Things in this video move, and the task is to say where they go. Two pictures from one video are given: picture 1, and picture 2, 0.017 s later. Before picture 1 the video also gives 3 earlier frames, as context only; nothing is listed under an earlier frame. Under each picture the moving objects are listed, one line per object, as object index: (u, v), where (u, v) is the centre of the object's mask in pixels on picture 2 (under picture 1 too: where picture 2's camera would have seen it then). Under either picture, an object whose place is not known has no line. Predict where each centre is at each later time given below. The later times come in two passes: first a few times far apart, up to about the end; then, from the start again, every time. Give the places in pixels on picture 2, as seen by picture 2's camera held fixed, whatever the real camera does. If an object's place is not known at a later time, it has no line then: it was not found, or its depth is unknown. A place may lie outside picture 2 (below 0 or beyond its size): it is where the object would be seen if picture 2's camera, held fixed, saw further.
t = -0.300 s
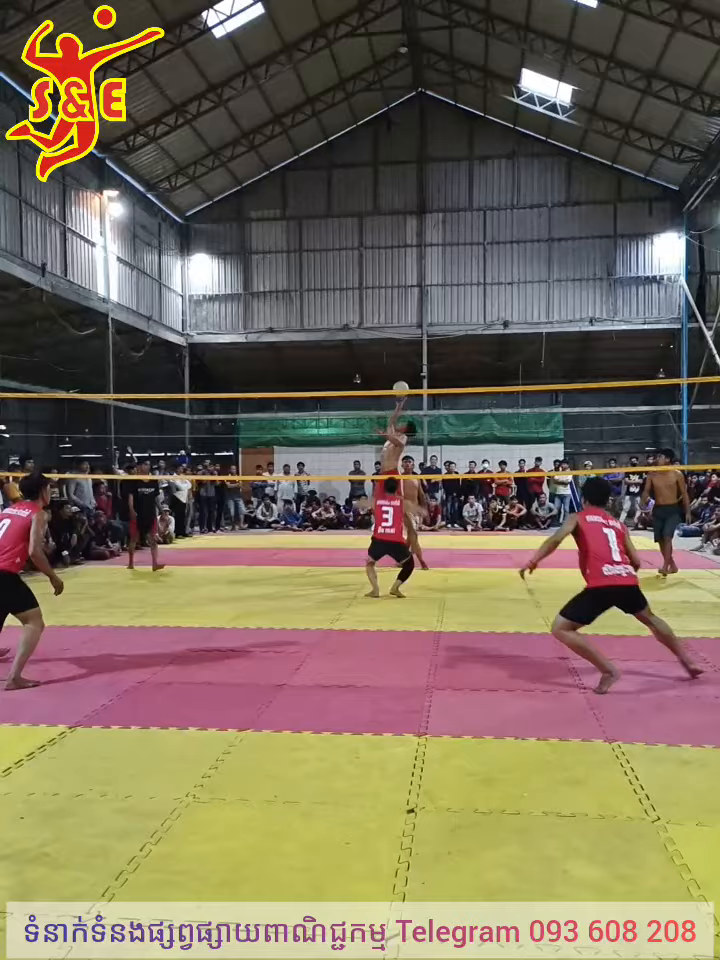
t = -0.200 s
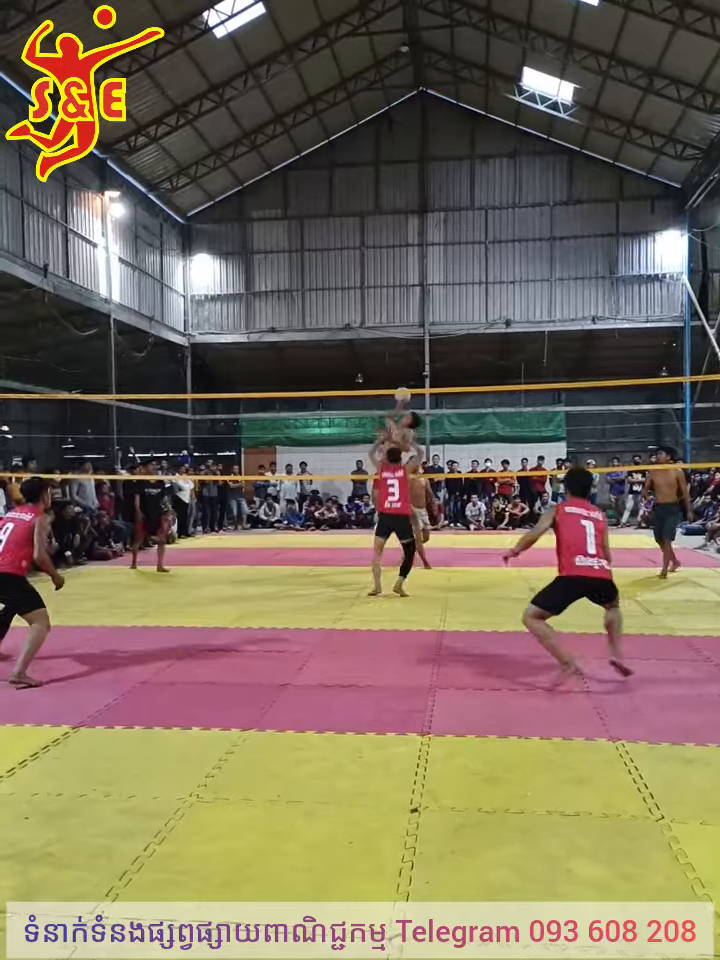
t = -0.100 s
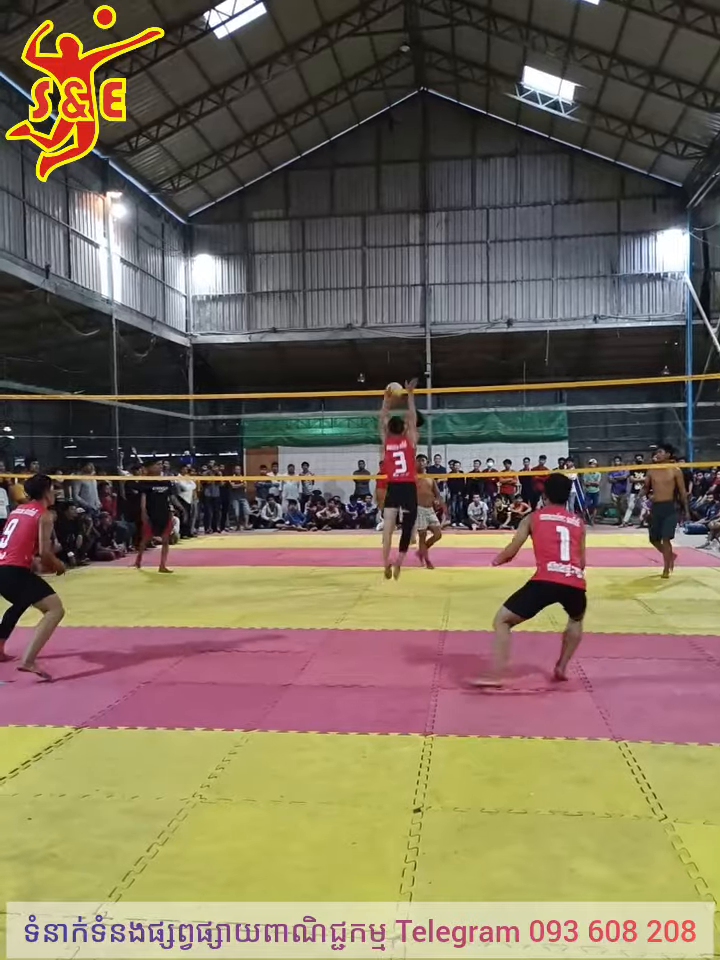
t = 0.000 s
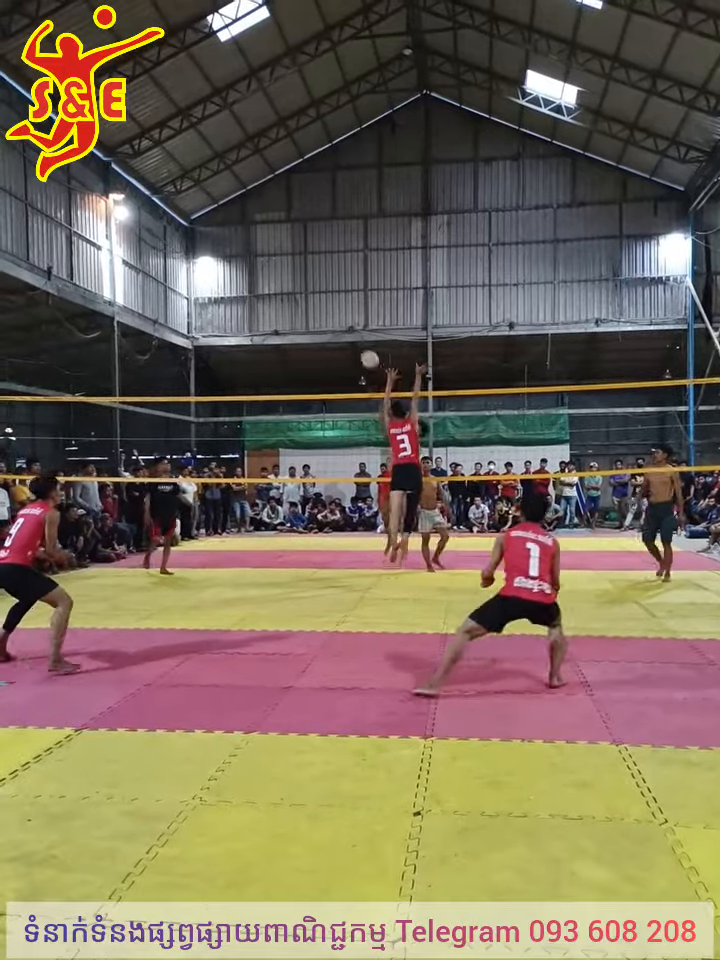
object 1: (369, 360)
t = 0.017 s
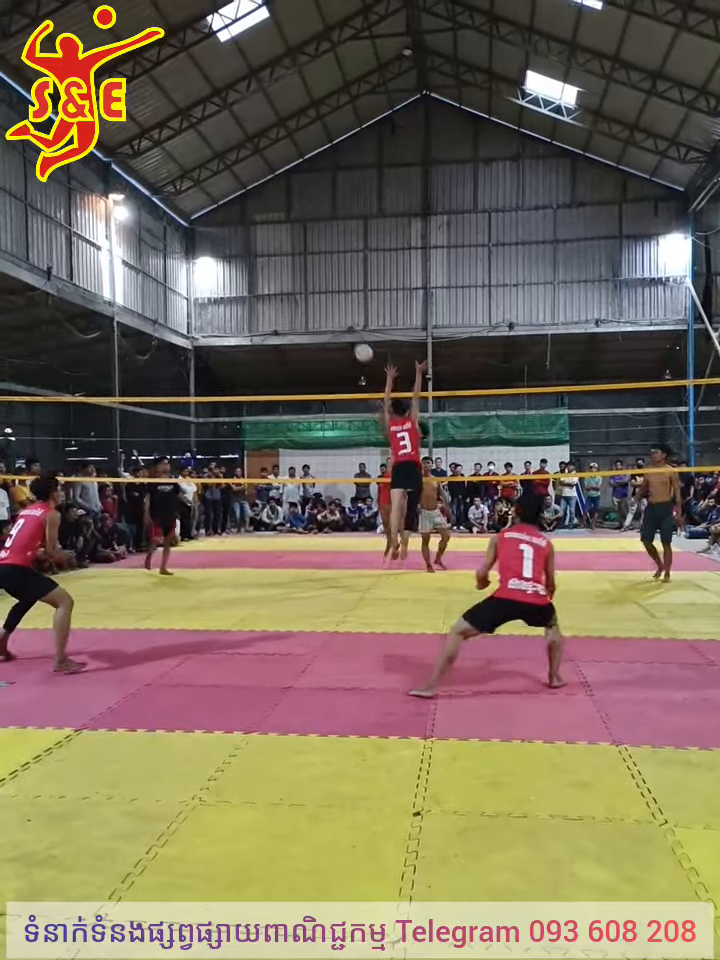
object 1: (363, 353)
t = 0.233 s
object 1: (279, 271)
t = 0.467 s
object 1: (170, 213)
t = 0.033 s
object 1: (358, 347)
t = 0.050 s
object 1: (352, 340)
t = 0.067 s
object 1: (345, 332)
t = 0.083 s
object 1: (339, 325)
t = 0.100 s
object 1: (333, 320)
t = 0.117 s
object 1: (326, 312)
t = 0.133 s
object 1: (321, 306)
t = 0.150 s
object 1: (313, 299)
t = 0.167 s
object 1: (307, 296)
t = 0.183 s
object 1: (301, 289)
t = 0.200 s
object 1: (293, 283)
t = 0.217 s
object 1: (286, 277)
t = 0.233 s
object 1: (279, 271)
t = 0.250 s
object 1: (272, 266)
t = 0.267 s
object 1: (265, 261)
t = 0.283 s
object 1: (258, 256)
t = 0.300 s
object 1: (251, 252)
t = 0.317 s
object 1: (244, 247)
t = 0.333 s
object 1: (236, 243)
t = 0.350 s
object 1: (228, 239)
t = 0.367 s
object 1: (220, 234)
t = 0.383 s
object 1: (212, 230)
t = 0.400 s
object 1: (204, 226)
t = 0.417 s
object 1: (196, 222)
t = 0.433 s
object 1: (187, 218)
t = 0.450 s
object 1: (178, 216)
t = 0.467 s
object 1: (170, 213)
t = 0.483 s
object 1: (160, 209)
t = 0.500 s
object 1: (150, 207)
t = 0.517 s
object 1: (143, 204)
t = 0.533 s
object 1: (132, 200)
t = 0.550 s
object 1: (123, 199)
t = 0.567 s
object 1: (112, 198)
